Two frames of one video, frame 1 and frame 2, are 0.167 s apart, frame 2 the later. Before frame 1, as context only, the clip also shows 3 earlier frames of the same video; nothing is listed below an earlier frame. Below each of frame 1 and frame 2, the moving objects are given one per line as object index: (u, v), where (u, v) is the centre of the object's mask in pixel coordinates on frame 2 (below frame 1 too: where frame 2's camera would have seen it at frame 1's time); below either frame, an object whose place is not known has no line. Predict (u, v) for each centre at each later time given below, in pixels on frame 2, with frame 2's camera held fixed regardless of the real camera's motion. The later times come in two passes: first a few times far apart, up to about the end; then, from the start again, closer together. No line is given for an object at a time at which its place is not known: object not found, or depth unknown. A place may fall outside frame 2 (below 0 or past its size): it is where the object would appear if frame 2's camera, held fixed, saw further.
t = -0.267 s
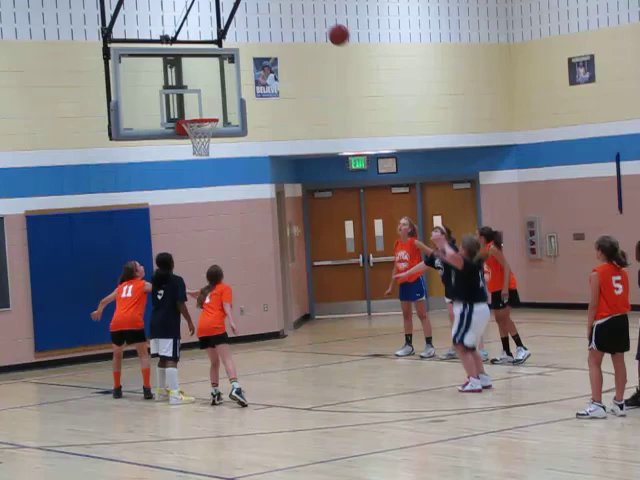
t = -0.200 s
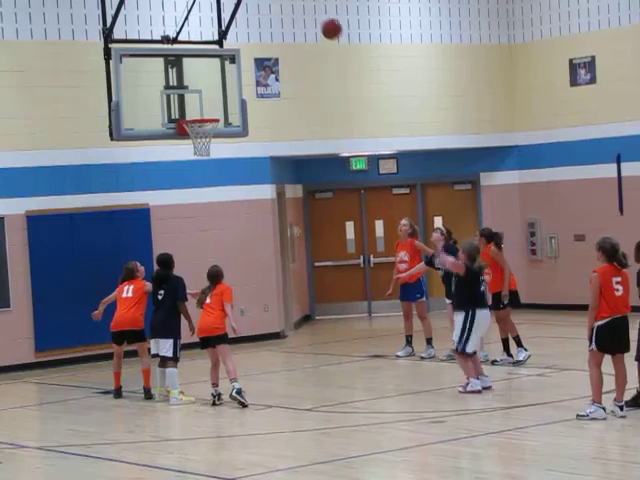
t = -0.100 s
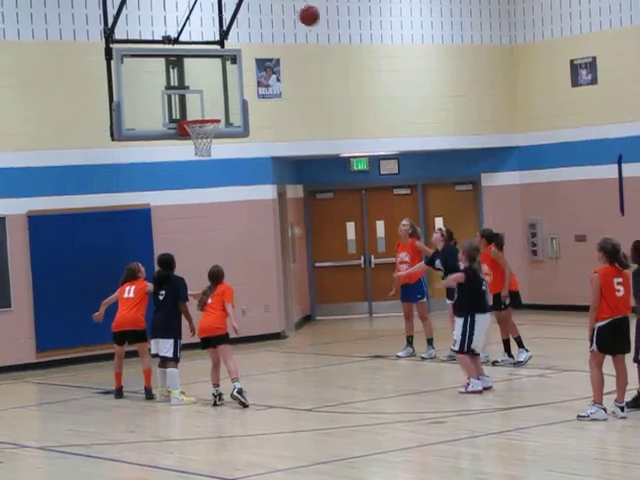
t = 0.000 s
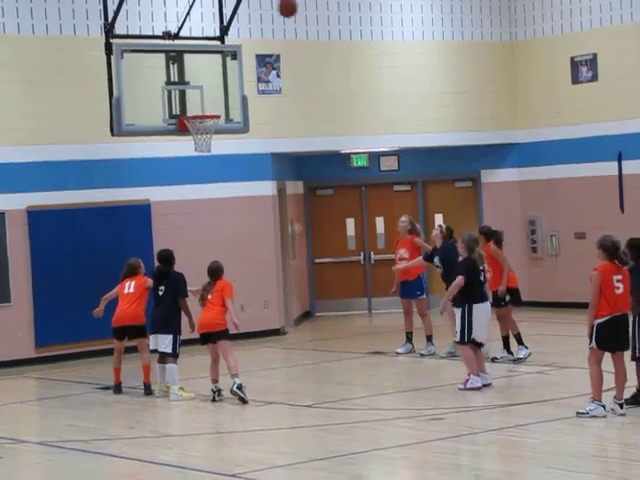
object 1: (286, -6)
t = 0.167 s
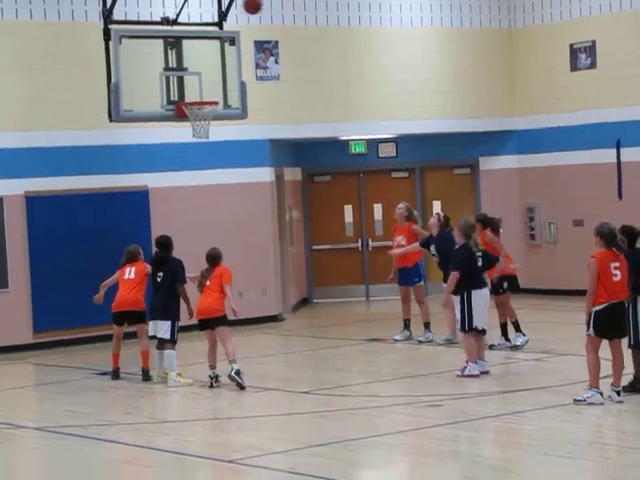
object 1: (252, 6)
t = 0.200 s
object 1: (246, 10)
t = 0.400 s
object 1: (210, 55)
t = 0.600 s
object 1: (208, 78)
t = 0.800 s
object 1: (234, 53)
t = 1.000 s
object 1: (262, 59)
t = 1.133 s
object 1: (282, 84)
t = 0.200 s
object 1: (246, 10)
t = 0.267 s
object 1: (234, 21)
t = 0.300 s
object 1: (228, 30)
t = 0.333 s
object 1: (222, 37)
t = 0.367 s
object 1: (216, 46)
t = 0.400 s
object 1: (210, 55)
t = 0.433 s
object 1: (206, 65)
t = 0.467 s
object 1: (200, 77)
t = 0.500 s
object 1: (196, 88)
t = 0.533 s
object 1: (201, 92)
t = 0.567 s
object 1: (205, 85)
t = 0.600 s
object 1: (208, 78)
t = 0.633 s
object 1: (212, 71)
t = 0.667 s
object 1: (216, 66)
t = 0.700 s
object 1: (221, 61)
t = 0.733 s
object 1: (225, 58)
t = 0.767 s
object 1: (229, 55)
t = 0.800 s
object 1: (234, 53)
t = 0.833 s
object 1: (238, 52)
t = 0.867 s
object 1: (242, 51)
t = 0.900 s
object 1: (247, 52)
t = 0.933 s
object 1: (251, 54)
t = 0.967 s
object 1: (257, 56)
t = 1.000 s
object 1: (262, 59)
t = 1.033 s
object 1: (266, 65)
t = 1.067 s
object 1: (272, 70)
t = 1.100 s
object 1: (277, 76)
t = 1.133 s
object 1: (282, 84)
